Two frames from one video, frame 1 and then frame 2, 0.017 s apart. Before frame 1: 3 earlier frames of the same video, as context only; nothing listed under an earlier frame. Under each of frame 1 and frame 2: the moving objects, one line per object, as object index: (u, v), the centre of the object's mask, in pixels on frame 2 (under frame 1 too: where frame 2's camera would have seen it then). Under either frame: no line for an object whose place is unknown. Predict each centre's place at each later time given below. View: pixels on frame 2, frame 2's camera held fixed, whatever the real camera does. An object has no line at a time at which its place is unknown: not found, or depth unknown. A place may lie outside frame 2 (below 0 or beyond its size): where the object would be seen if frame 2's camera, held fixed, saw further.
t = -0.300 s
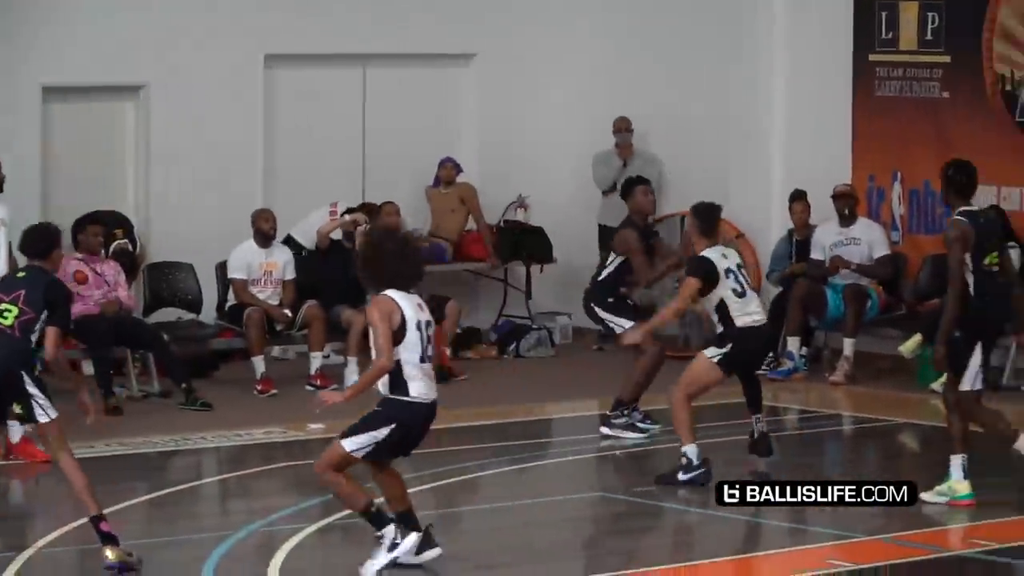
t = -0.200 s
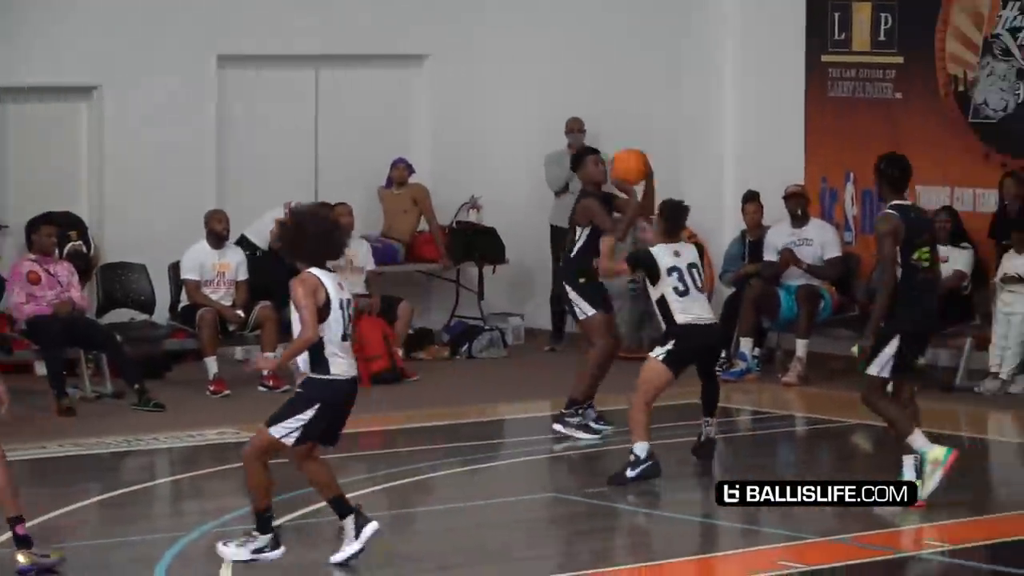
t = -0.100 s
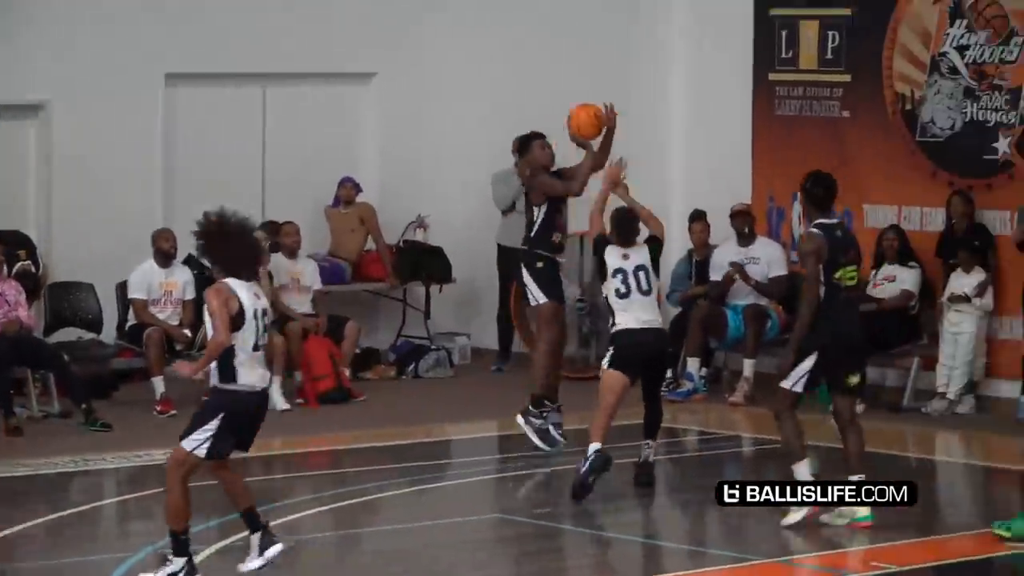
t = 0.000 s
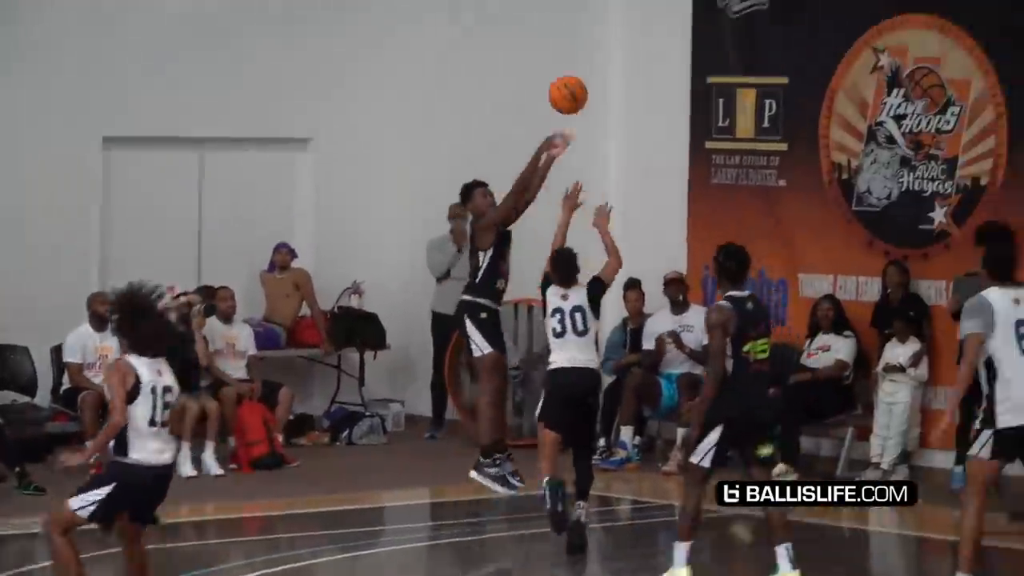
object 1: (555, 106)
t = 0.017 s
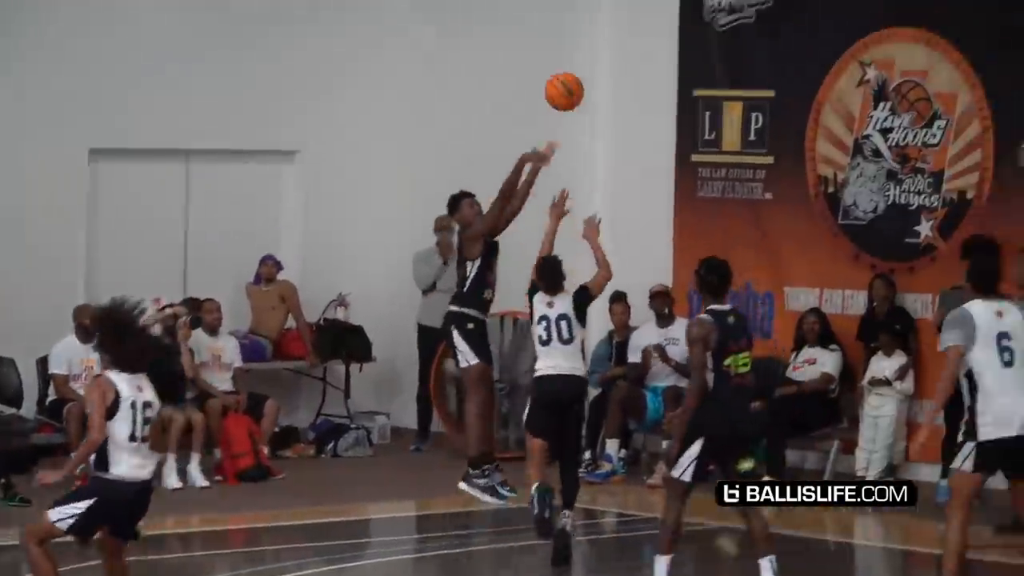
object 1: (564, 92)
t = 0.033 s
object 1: (573, 77)
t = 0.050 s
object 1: (582, 62)
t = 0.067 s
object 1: (592, 49)
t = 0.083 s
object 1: (601, 35)
